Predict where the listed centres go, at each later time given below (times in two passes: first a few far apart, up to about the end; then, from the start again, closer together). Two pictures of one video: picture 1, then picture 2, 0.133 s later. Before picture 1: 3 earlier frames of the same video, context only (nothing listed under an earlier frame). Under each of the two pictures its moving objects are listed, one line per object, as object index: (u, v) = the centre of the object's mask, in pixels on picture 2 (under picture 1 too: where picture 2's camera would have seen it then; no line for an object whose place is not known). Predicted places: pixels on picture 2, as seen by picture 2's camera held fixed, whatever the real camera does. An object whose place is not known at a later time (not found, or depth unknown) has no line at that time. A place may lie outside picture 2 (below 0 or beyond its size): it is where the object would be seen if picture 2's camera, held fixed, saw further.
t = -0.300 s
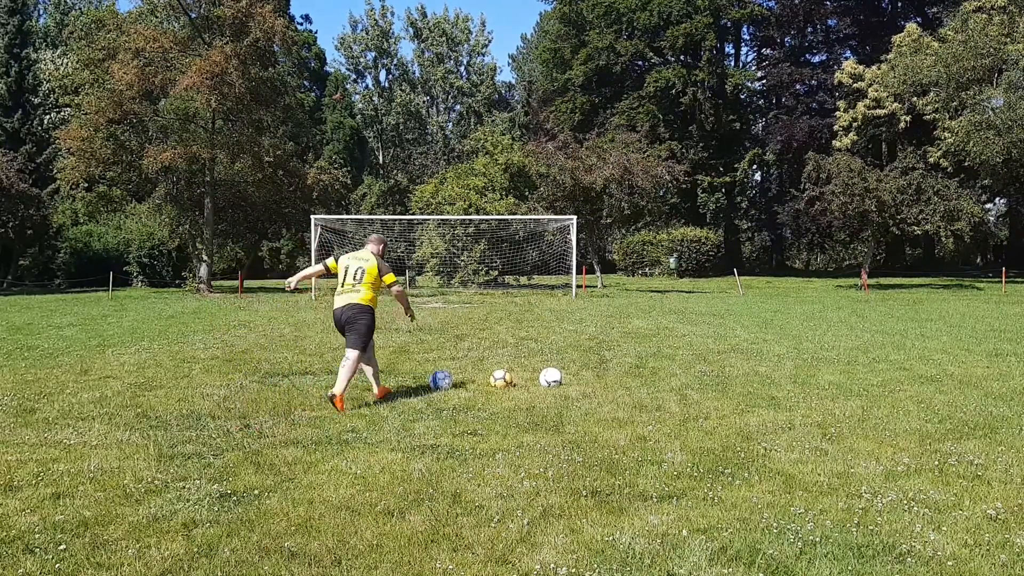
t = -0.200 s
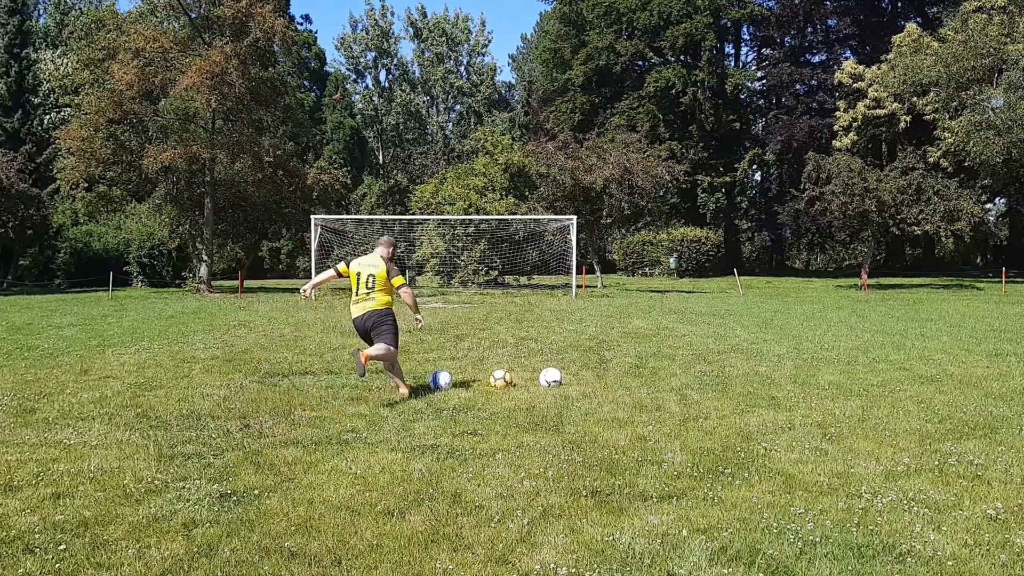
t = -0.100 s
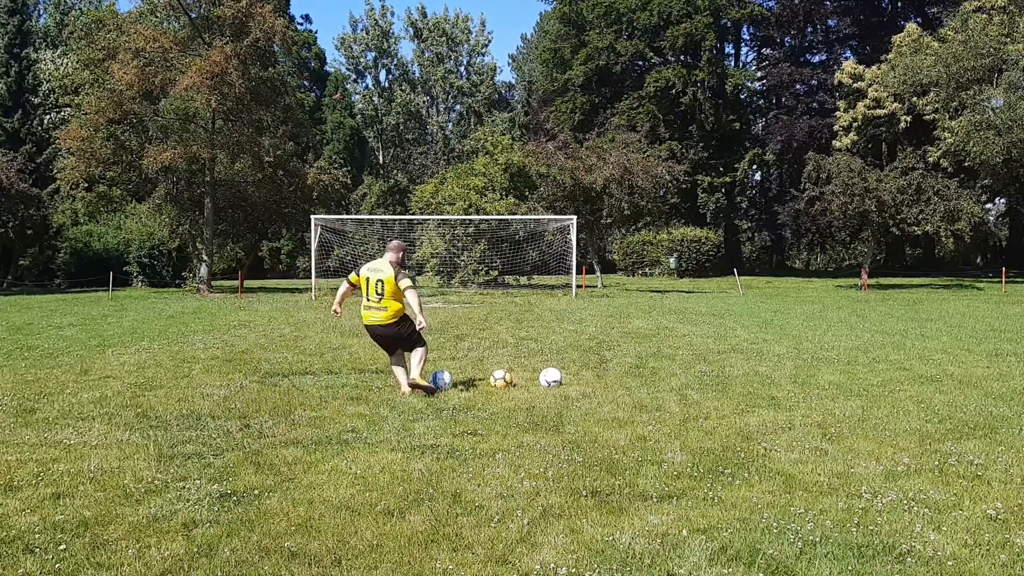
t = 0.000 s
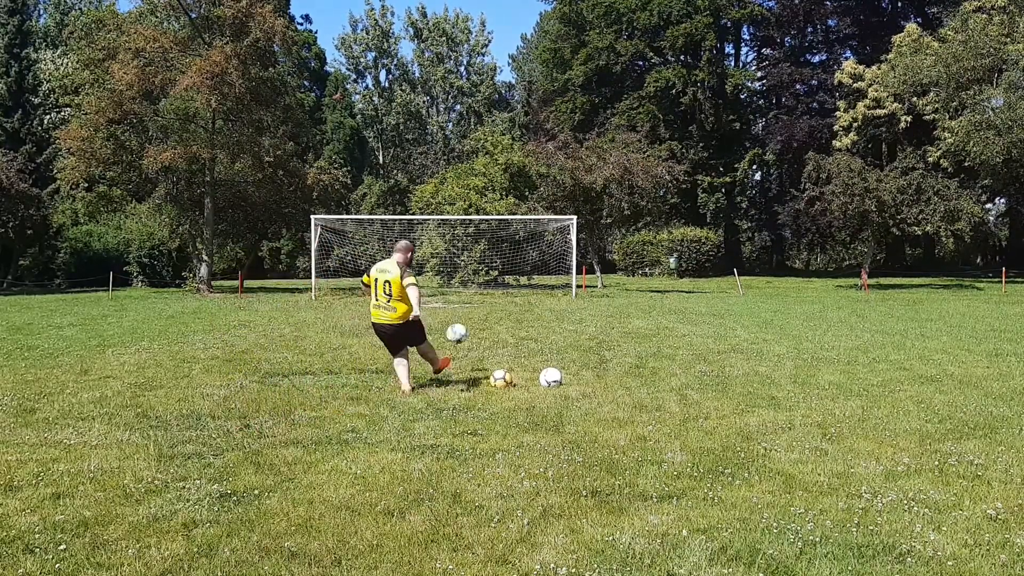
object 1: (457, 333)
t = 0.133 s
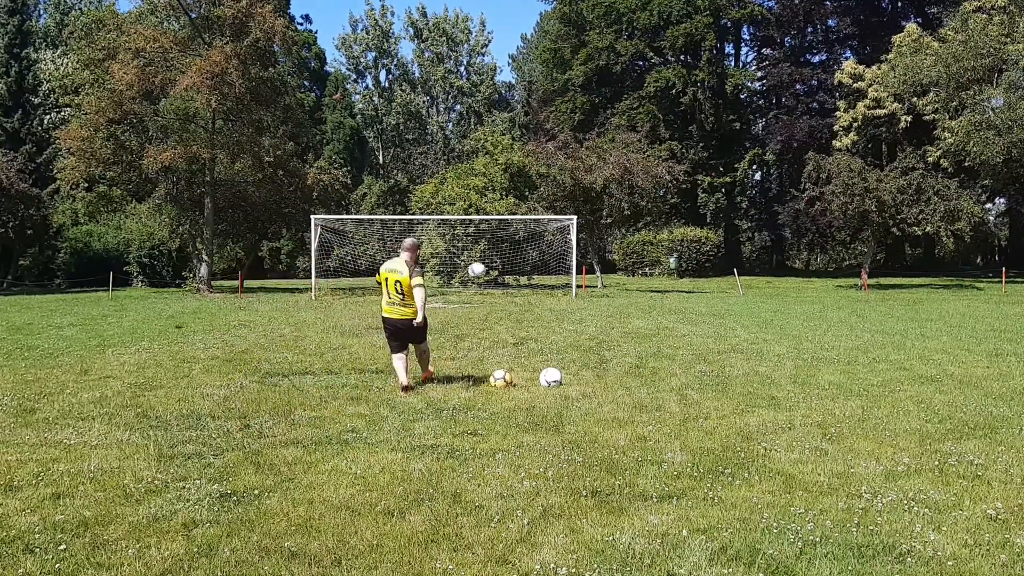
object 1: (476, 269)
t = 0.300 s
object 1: (489, 228)
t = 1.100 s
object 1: (497, 232)
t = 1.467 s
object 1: (500, 281)
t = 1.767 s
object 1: (506, 280)
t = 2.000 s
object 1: (506, 289)
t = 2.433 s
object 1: (510, 295)
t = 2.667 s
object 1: (513, 295)
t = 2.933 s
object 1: (515, 298)
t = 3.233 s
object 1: (517, 300)
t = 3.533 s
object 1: (519, 300)
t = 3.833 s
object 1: (521, 300)
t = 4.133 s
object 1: (522, 300)
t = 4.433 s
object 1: (521, 301)
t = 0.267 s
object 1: (488, 234)
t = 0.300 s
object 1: (489, 228)
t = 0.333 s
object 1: (491, 223)
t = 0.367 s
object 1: (492, 218)
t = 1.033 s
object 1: (498, 225)
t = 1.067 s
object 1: (497, 228)
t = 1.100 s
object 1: (497, 232)
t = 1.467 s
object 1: (500, 281)
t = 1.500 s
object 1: (501, 288)
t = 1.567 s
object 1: (504, 289)
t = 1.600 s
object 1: (504, 286)
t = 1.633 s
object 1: (505, 284)
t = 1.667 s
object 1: (505, 282)
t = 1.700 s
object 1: (506, 280)
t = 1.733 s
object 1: (506, 279)
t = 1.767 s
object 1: (506, 280)
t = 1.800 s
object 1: (506, 280)
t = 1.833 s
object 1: (506, 280)
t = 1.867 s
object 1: (506, 281)
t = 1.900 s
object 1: (506, 283)
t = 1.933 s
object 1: (507, 284)
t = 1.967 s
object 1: (506, 286)
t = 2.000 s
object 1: (506, 289)
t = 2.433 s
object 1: (510, 295)
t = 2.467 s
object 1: (510, 297)
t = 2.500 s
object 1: (511, 299)
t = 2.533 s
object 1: (511, 297)
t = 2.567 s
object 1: (511, 296)
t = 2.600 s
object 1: (512, 296)
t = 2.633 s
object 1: (512, 295)
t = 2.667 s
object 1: (513, 295)
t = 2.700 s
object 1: (513, 296)
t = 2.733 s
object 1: (514, 297)
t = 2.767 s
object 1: (514, 298)
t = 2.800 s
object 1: (514, 299)
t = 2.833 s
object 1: (514, 299)
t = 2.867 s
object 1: (515, 299)
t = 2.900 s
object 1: (515, 298)
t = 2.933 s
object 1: (515, 298)
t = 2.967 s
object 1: (516, 298)
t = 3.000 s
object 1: (516, 299)
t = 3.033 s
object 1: (516, 300)
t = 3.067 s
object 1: (516, 300)
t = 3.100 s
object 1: (516, 300)
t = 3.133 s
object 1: (517, 300)
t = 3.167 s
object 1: (517, 300)
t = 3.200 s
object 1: (517, 300)
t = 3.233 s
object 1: (517, 300)
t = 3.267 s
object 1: (517, 300)
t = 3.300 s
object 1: (518, 300)
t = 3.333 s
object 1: (518, 300)
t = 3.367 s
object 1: (518, 300)
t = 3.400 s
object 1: (518, 300)
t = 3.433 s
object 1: (518, 300)
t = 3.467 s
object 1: (518, 300)
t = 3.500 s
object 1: (519, 300)
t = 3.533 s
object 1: (519, 300)
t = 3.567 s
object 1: (519, 300)
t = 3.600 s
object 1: (519, 300)
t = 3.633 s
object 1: (519, 300)
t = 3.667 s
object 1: (519, 300)
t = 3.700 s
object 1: (520, 300)
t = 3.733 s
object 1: (520, 300)
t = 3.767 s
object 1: (520, 300)
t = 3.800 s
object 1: (521, 300)
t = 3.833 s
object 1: (521, 300)
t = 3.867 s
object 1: (521, 300)
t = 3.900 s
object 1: (522, 300)
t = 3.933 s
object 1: (522, 300)
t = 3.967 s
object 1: (522, 300)
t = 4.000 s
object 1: (522, 300)
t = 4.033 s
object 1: (522, 300)
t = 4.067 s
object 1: (522, 300)
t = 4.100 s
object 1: (522, 300)
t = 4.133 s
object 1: (522, 300)
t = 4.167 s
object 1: (522, 300)
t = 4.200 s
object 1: (522, 300)
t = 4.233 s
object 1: (522, 300)
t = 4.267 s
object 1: (522, 300)
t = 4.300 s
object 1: (522, 300)
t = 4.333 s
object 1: (522, 301)
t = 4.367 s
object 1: (522, 301)
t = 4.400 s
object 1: (521, 301)
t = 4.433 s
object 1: (521, 301)
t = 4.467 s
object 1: (521, 301)
